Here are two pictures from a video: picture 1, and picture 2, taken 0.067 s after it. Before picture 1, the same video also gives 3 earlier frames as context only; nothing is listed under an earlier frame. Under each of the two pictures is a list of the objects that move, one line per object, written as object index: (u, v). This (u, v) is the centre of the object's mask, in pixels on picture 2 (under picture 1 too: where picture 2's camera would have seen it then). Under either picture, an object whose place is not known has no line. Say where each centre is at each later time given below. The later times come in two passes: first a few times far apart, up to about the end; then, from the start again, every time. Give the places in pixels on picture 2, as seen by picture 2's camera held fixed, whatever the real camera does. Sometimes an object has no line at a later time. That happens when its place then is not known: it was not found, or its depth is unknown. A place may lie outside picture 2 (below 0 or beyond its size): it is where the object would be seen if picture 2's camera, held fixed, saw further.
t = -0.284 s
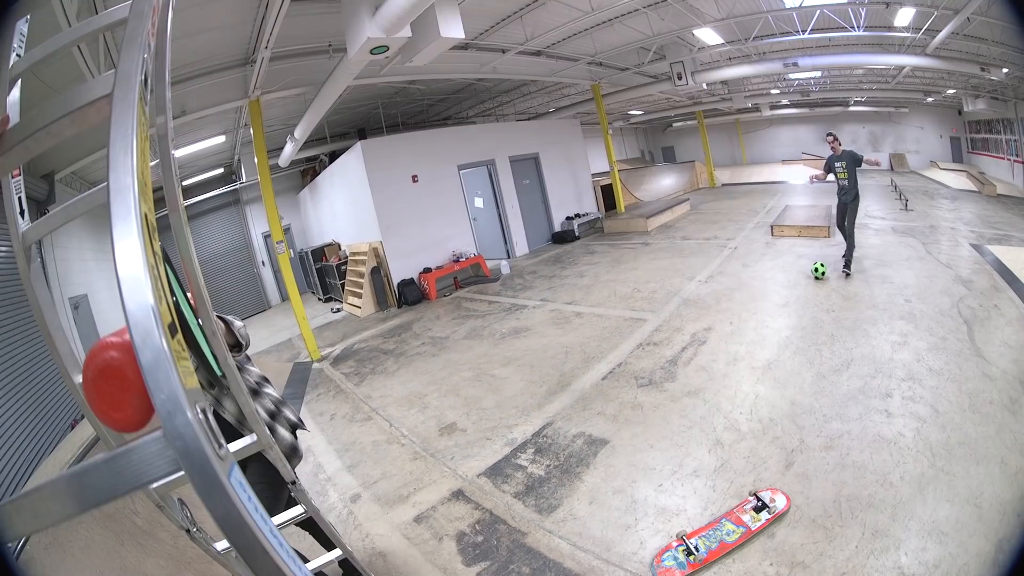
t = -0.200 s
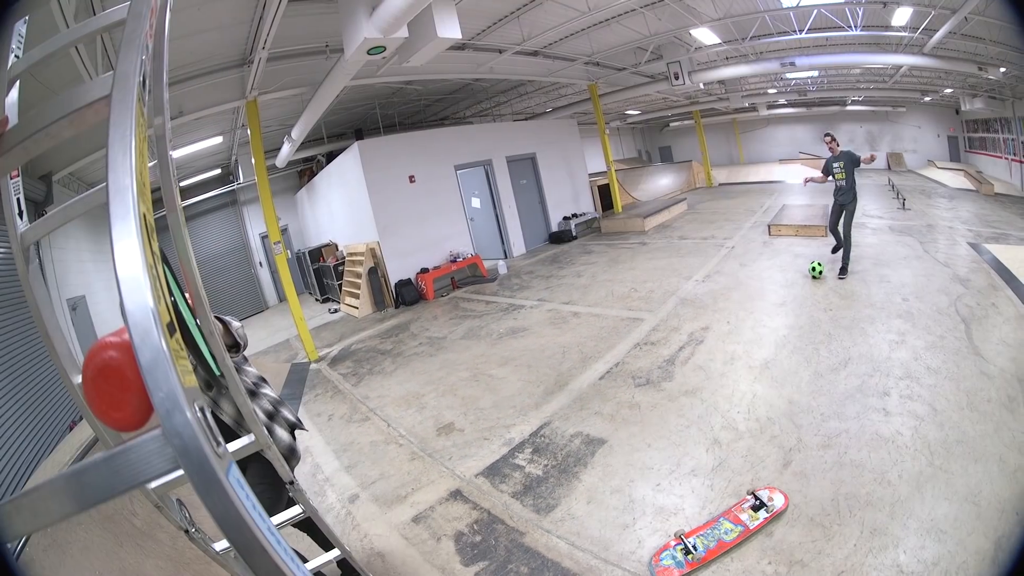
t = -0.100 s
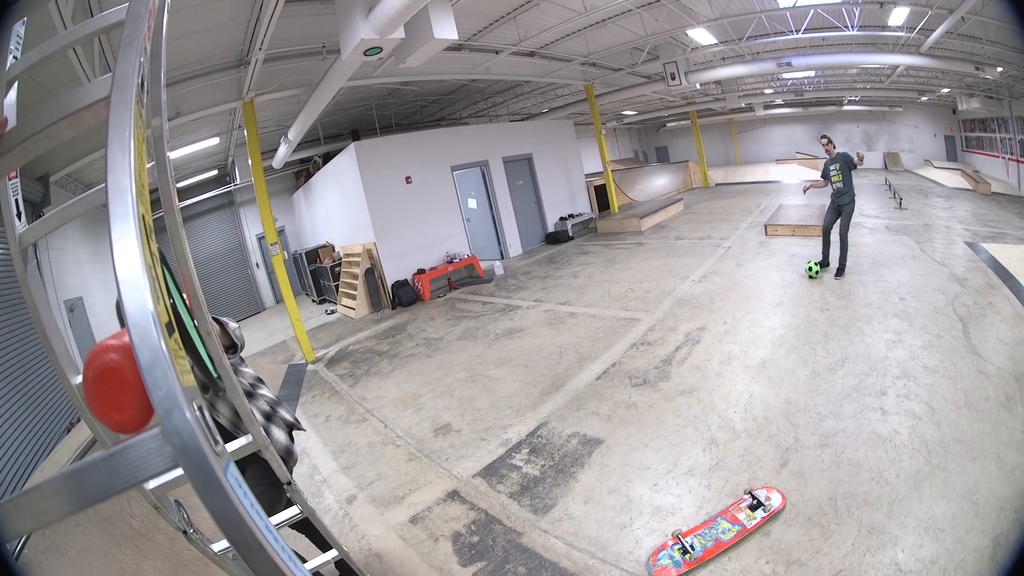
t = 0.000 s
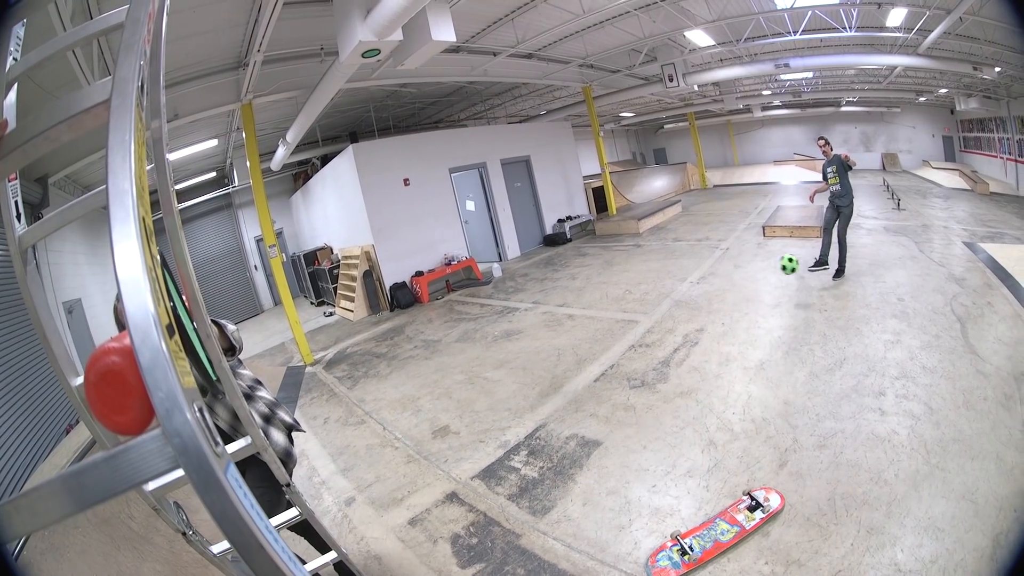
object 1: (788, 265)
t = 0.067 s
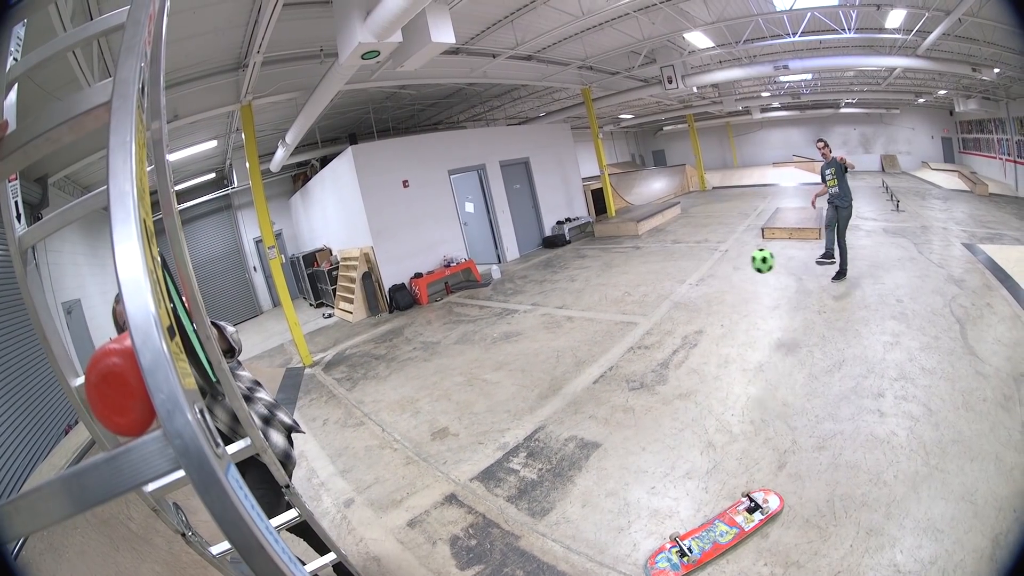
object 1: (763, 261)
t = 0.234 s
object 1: (632, 269)
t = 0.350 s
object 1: (439, 311)
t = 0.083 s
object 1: (754, 260)
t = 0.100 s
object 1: (746, 259)
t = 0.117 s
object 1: (737, 260)
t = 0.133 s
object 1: (726, 260)
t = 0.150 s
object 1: (714, 260)
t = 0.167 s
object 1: (701, 261)
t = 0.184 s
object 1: (686, 262)
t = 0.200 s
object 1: (670, 264)
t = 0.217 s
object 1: (652, 266)
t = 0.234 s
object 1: (632, 269)
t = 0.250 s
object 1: (611, 272)
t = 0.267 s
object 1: (587, 276)
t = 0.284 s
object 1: (560, 281)
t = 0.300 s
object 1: (533, 287)
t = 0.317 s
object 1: (502, 294)
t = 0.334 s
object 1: (470, 302)
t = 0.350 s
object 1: (439, 311)
